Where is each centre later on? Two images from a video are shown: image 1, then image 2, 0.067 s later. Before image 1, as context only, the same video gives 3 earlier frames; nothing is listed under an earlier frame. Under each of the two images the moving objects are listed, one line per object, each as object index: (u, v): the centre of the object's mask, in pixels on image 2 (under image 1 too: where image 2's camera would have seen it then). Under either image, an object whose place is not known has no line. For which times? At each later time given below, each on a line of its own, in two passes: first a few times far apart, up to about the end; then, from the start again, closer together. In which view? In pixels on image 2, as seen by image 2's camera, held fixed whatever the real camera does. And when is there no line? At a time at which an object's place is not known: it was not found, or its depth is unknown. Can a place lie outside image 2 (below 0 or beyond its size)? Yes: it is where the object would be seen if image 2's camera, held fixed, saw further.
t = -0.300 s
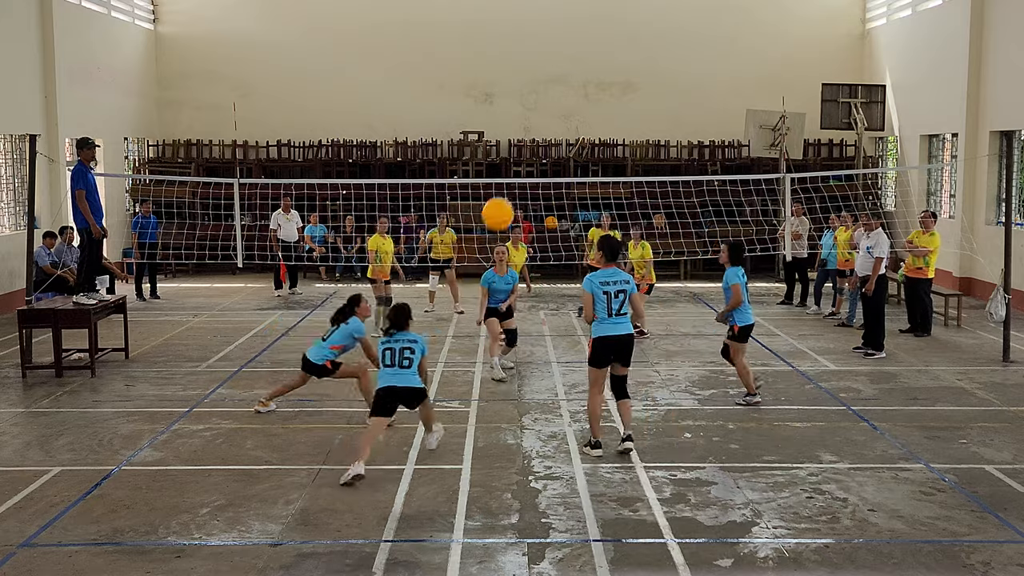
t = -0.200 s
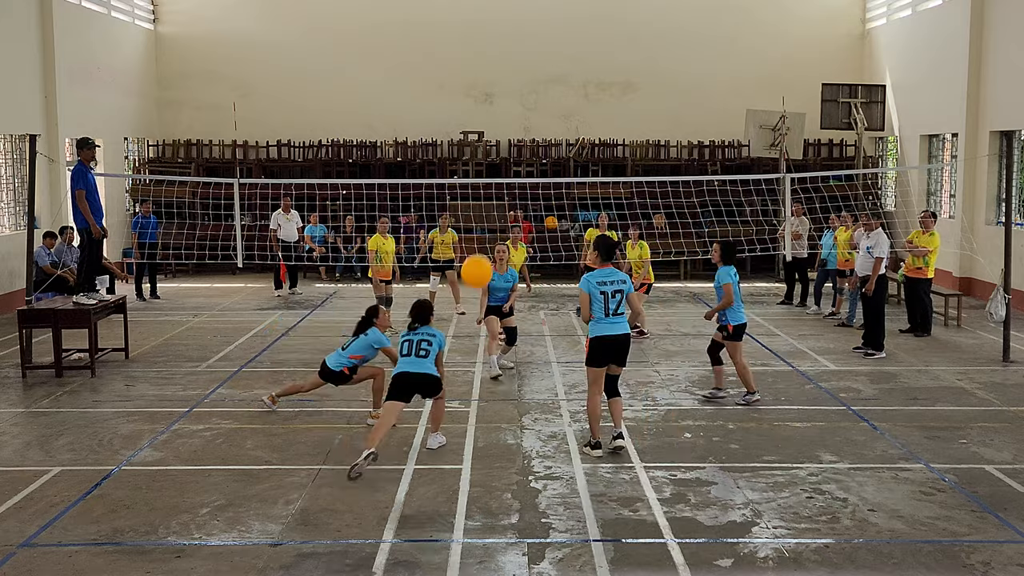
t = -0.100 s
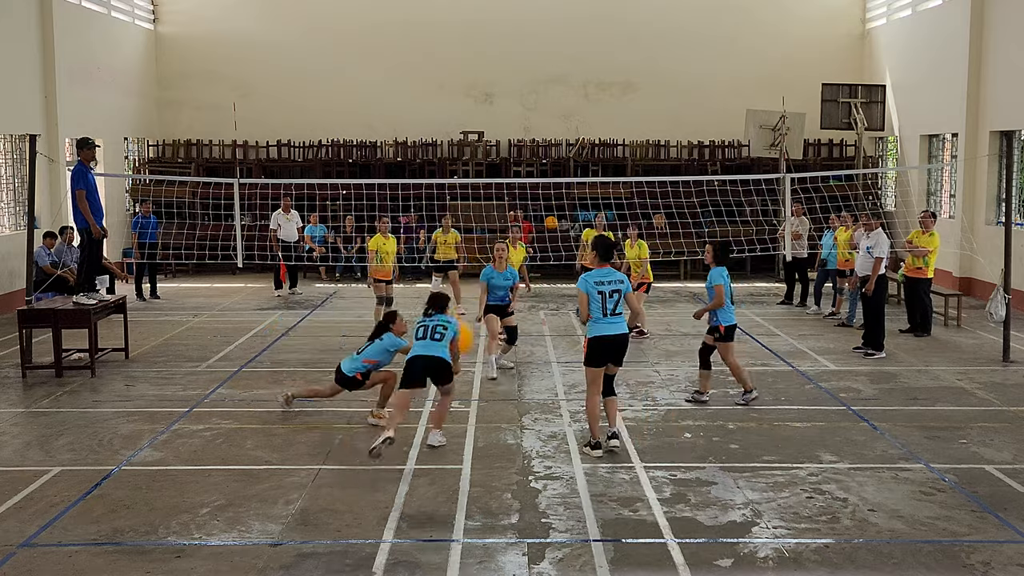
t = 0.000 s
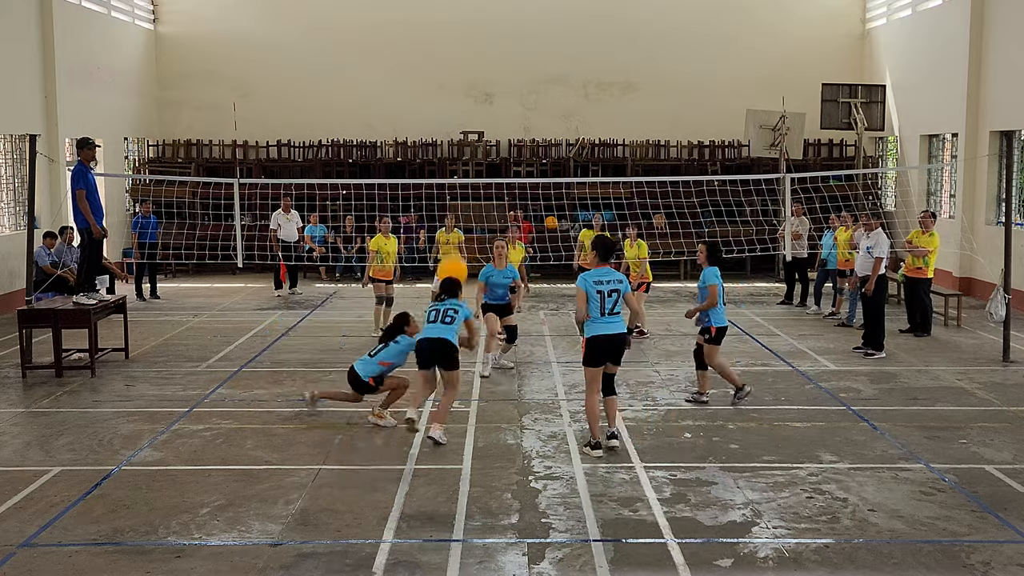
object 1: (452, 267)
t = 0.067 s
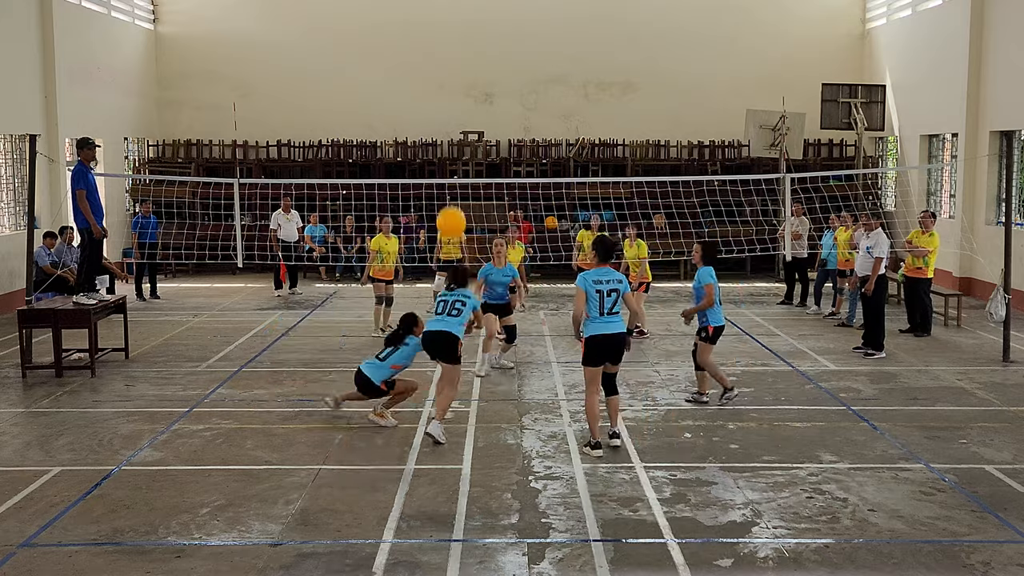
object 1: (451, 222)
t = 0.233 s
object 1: (451, 133)
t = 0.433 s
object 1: (448, 73)
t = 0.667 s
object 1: (446, 60)
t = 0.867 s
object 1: (443, 87)
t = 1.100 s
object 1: (442, 150)
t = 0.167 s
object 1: (451, 163)
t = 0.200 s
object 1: (451, 147)
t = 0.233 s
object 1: (451, 133)
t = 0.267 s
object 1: (451, 119)
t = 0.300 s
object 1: (451, 106)
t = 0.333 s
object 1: (450, 96)
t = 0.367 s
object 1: (449, 87)
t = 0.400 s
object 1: (448, 80)
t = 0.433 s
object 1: (448, 73)
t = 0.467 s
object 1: (448, 68)
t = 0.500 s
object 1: (448, 64)
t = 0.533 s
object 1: (447, 61)
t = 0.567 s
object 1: (447, 60)
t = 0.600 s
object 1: (447, 59)
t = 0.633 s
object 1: (446, 59)
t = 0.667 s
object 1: (446, 60)
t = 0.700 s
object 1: (445, 62)
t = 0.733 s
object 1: (444, 65)
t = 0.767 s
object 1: (444, 69)
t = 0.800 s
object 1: (443, 75)
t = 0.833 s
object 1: (443, 80)
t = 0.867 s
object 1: (443, 87)
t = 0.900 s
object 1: (443, 94)
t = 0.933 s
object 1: (443, 102)
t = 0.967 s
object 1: (443, 111)
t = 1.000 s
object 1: (443, 119)
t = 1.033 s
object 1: (442, 129)
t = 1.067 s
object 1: (443, 139)
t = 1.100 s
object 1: (442, 150)
